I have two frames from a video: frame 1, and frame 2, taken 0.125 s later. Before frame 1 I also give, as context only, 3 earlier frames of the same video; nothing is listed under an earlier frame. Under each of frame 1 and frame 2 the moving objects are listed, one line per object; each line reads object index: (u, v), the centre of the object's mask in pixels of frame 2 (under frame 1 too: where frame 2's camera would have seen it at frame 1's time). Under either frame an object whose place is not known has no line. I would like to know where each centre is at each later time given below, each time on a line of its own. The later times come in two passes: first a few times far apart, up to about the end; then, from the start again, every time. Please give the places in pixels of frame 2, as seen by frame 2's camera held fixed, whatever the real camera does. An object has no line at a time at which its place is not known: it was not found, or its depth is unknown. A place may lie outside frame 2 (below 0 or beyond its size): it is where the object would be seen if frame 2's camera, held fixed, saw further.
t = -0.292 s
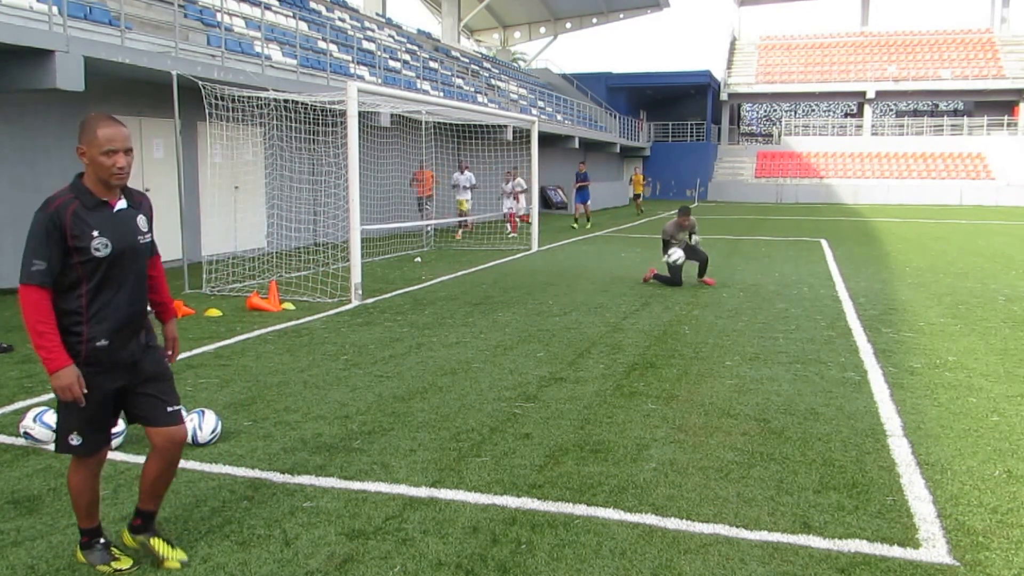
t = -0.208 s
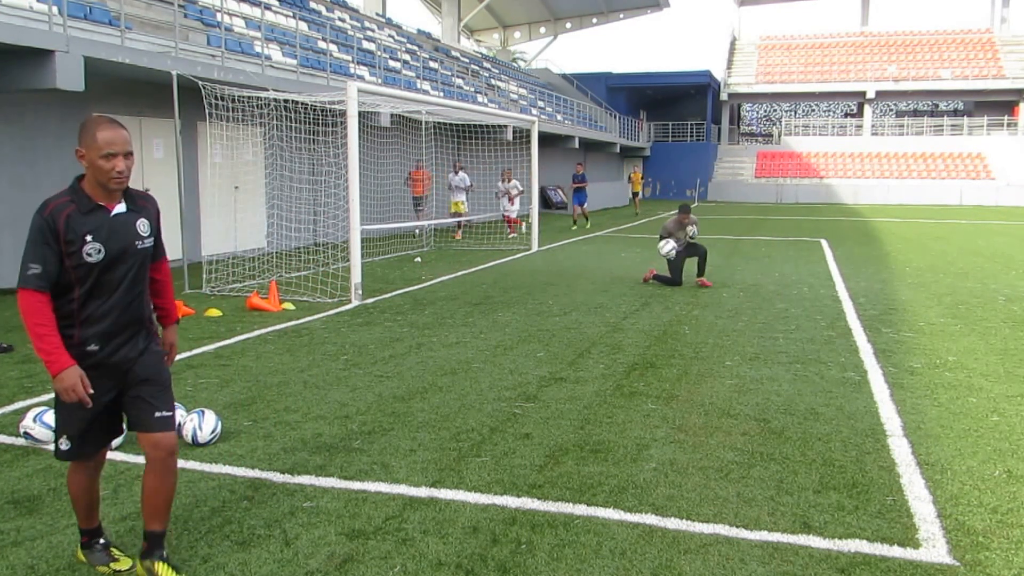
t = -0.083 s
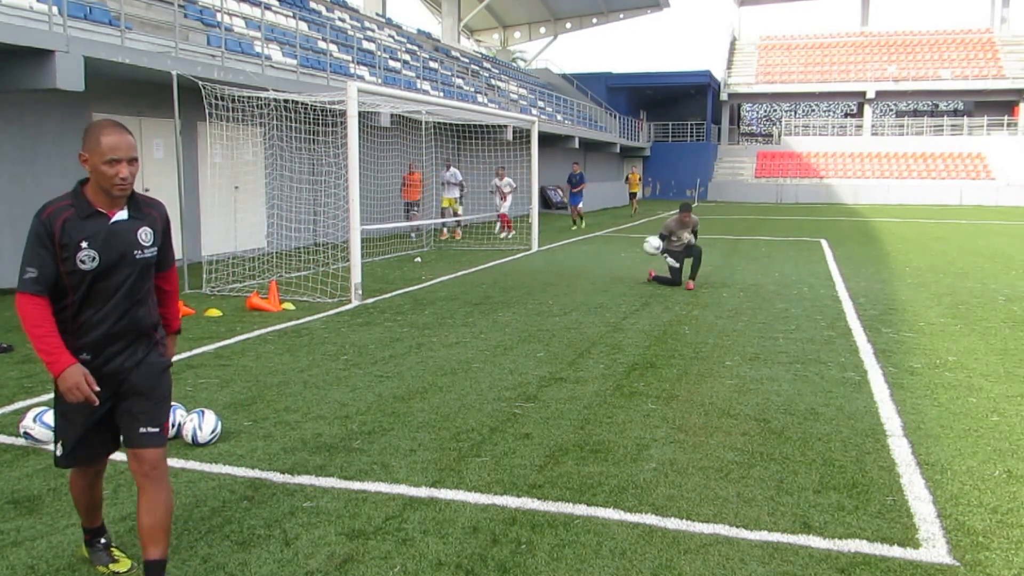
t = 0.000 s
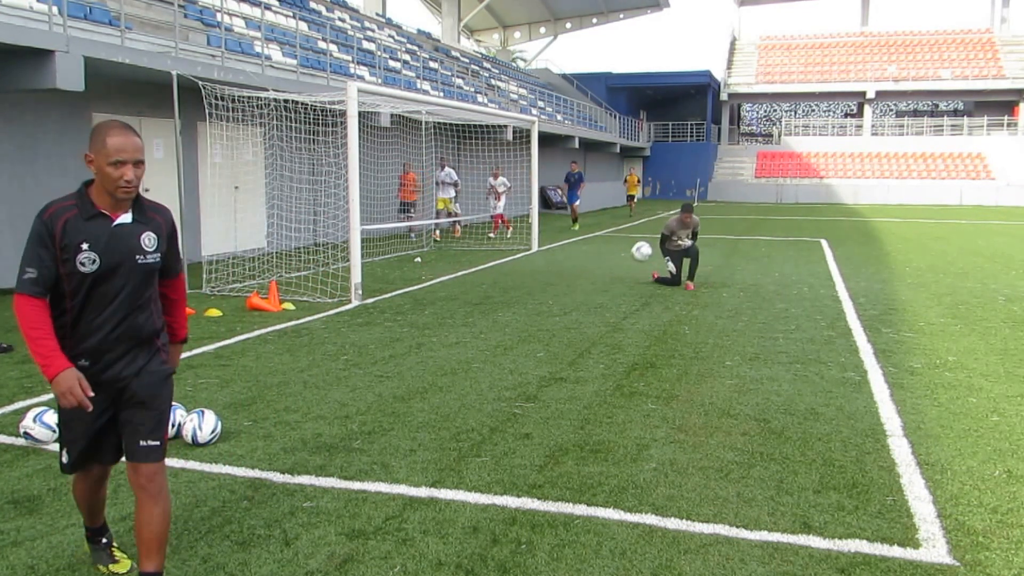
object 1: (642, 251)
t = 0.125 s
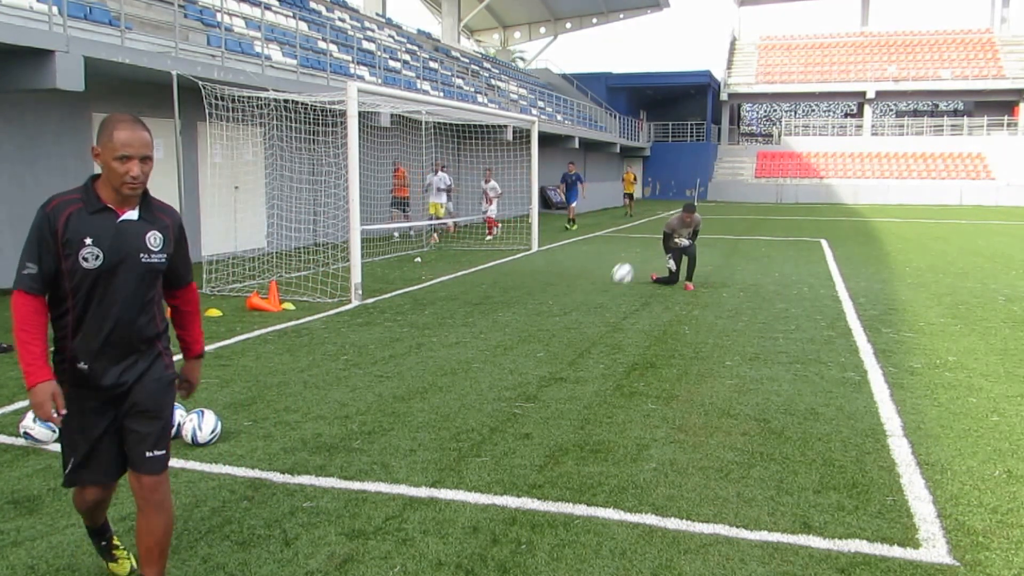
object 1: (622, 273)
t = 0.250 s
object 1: (602, 316)
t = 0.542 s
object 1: (565, 282)
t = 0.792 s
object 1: (528, 312)
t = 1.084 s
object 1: (468, 353)
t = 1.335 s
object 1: (397, 394)
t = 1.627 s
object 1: (286, 434)
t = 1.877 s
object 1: (158, 499)
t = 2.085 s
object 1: (27, 559)
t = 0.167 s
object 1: (616, 285)
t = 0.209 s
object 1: (609, 299)
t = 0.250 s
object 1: (602, 316)
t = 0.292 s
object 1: (595, 321)
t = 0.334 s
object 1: (591, 310)
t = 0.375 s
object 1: (586, 301)
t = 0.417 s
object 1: (581, 294)
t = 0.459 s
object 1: (576, 288)
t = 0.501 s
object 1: (571, 284)
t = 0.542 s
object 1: (565, 282)
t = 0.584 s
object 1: (560, 281)
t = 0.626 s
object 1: (554, 283)
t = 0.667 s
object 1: (548, 286)
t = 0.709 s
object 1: (541, 293)
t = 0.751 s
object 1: (535, 301)
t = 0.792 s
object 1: (528, 312)
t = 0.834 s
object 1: (520, 325)
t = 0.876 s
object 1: (513, 341)
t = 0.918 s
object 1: (505, 361)
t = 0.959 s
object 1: (497, 367)
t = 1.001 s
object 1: (488, 360)
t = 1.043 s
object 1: (478, 355)
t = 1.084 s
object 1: (468, 353)
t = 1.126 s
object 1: (458, 352)
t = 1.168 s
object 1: (446, 355)
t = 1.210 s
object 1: (436, 360)
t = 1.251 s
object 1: (423, 368)
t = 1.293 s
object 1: (410, 379)
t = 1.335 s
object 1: (397, 394)
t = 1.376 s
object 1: (383, 413)
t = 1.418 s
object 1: (369, 431)
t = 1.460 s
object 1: (354, 426)
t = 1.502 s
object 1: (338, 423)
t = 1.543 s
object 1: (321, 423)
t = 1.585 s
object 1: (304, 427)
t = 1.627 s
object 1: (286, 434)
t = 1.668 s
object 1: (268, 445)
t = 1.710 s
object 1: (247, 460)
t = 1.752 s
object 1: (225, 480)
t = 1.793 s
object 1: (204, 498)
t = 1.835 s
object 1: (182, 498)
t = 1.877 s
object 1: (158, 499)
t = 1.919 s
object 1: (134, 506)
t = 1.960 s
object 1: (108, 517)
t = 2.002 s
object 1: (79, 534)
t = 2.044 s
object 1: (51, 552)
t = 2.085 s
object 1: (27, 559)
